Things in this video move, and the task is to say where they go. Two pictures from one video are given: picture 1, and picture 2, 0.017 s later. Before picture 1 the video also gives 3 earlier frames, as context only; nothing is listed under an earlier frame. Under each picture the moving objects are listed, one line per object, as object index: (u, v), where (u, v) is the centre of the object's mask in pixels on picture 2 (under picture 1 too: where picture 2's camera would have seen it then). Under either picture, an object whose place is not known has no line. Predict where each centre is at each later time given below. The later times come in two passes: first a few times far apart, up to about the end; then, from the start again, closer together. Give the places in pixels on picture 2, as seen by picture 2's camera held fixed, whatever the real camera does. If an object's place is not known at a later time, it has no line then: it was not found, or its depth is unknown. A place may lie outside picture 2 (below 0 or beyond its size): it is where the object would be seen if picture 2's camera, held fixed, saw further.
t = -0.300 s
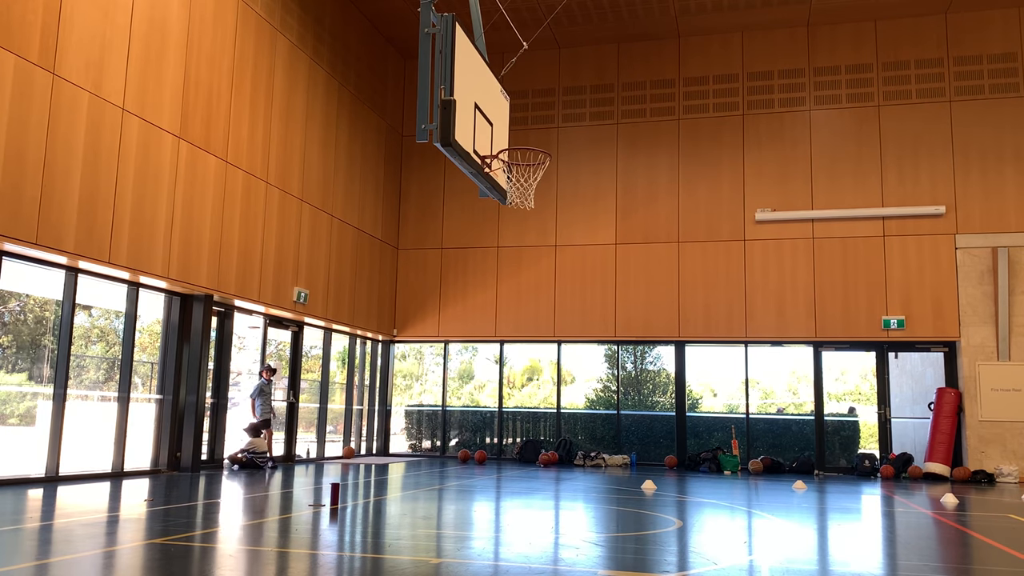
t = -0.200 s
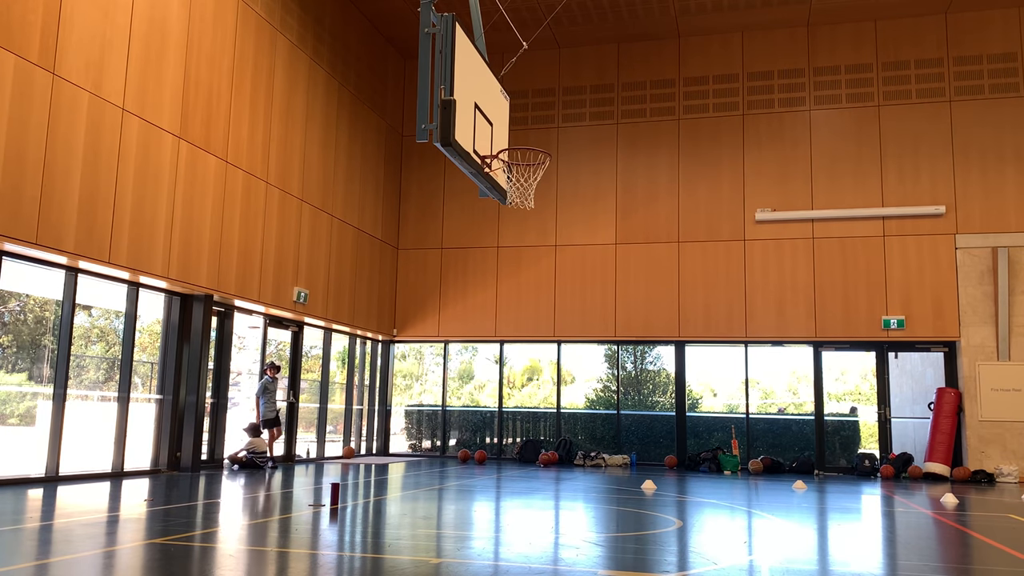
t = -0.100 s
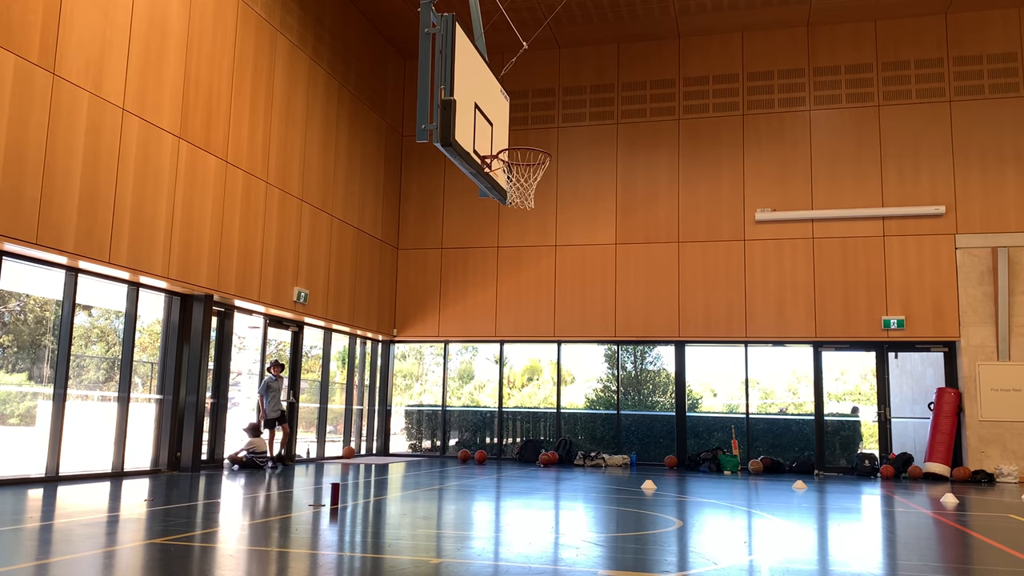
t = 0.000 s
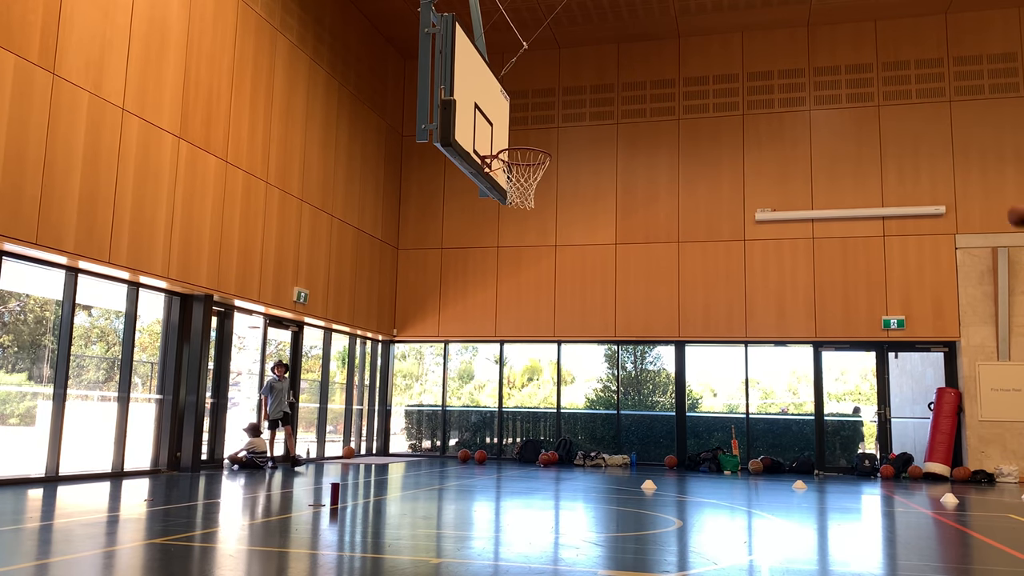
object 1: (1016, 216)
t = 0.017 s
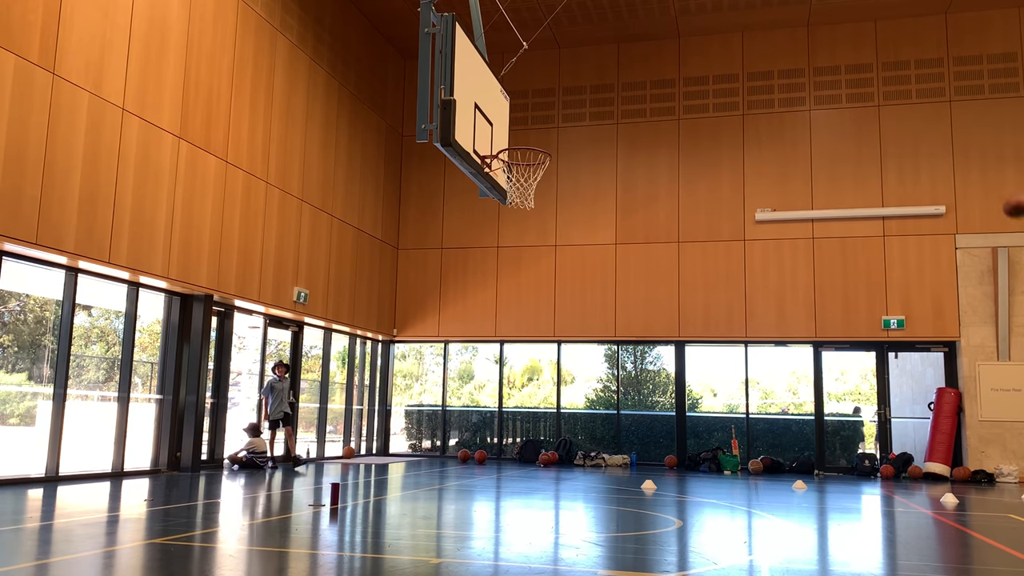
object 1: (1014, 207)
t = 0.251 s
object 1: (953, 101)
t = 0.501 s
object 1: (889, 42)
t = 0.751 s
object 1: (826, 39)
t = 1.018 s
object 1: (752, 109)
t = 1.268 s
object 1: (680, 242)
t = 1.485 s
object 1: (611, 419)
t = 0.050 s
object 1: (1006, 187)
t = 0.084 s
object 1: (998, 171)
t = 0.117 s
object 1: (987, 155)
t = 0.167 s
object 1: (974, 133)
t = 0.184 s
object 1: (970, 125)
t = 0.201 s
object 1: (966, 119)
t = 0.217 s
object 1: (961, 113)
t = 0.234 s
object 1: (956, 106)
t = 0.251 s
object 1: (953, 101)
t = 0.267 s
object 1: (948, 95)
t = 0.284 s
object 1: (944, 90)
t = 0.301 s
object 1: (939, 85)
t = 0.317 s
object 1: (935, 80)
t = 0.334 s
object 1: (931, 75)
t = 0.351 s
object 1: (926, 70)
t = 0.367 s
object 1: (923, 66)
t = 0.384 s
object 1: (918, 63)
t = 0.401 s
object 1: (914, 59)
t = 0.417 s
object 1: (909, 55)
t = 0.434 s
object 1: (907, 52)
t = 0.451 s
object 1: (901, 49)
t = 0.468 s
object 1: (896, 47)
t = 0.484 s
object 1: (893, 44)
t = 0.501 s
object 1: (889, 42)
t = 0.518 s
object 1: (884, 40)
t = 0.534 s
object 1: (881, 38)
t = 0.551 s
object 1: (876, 37)
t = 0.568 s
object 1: (872, 36)
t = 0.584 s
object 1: (868, 35)
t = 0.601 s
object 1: (864, 34)
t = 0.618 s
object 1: (859, 34)
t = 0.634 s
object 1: (855, 34)
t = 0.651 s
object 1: (851, 34)
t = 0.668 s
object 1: (847, 34)
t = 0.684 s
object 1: (843, 35)
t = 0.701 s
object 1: (838, 35)
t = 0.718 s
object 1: (834, 37)
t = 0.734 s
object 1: (830, 38)
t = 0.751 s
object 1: (826, 39)
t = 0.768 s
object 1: (822, 41)
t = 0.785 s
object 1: (813, 46)
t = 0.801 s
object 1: (809, 49)
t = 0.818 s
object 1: (805, 52)
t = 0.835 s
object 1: (801, 55)
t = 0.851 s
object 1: (797, 58)
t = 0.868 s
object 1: (792, 62)
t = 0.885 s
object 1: (787, 66)
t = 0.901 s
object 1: (783, 70)
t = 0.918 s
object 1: (779, 75)
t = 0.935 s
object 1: (774, 80)
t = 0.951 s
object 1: (769, 85)
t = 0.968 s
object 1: (766, 90)
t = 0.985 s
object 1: (761, 96)
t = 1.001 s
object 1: (756, 102)
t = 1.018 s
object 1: (752, 109)
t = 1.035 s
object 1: (748, 115)
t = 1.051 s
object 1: (743, 122)
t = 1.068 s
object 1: (738, 130)
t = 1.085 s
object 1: (733, 137)
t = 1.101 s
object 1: (729, 145)
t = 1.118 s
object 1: (724, 153)
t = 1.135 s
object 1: (719, 162)
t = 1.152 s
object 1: (715, 170)
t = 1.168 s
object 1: (710, 180)
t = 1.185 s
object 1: (705, 191)
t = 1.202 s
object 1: (700, 199)
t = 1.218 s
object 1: (695, 209)
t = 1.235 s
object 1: (690, 219)
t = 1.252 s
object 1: (686, 230)
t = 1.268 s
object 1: (680, 242)
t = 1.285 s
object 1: (675, 253)
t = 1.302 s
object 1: (670, 265)
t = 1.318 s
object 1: (665, 278)
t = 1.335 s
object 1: (659, 290)
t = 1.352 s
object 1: (654, 302)
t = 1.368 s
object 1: (649, 315)
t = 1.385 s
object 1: (644, 329)
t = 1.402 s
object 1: (639, 342)
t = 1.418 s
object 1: (633, 356)
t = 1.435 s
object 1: (627, 372)
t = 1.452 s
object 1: (622, 387)
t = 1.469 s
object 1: (617, 401)
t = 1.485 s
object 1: (611, 419)
